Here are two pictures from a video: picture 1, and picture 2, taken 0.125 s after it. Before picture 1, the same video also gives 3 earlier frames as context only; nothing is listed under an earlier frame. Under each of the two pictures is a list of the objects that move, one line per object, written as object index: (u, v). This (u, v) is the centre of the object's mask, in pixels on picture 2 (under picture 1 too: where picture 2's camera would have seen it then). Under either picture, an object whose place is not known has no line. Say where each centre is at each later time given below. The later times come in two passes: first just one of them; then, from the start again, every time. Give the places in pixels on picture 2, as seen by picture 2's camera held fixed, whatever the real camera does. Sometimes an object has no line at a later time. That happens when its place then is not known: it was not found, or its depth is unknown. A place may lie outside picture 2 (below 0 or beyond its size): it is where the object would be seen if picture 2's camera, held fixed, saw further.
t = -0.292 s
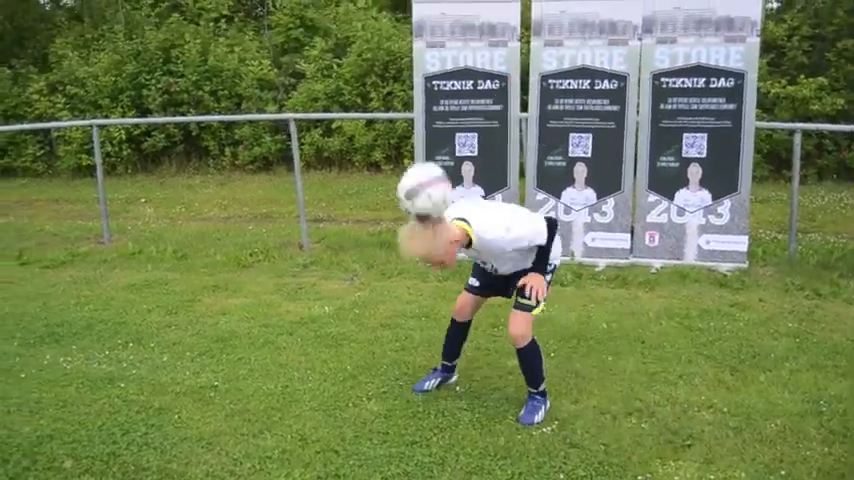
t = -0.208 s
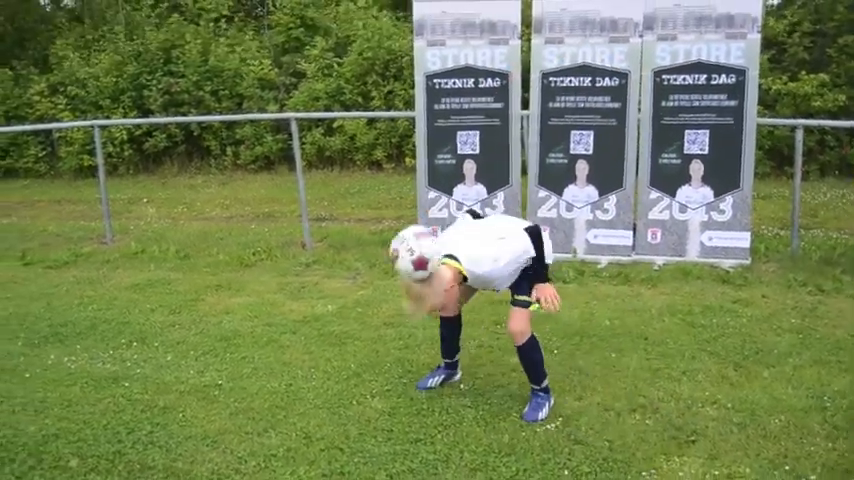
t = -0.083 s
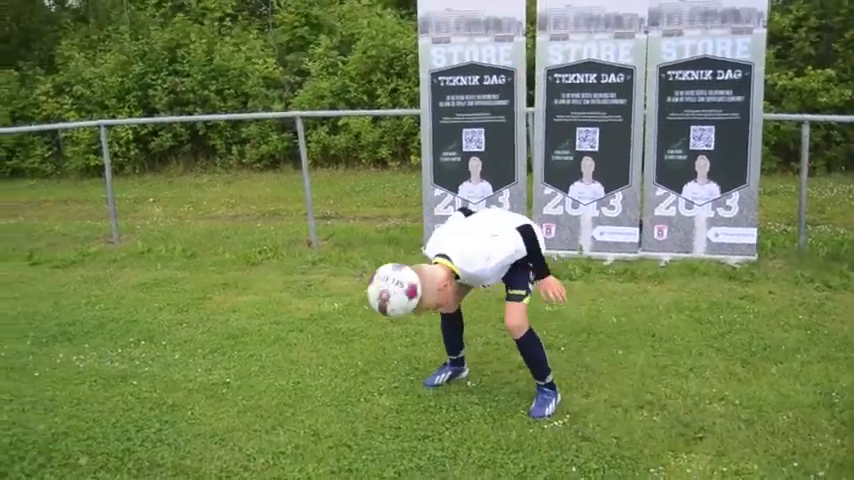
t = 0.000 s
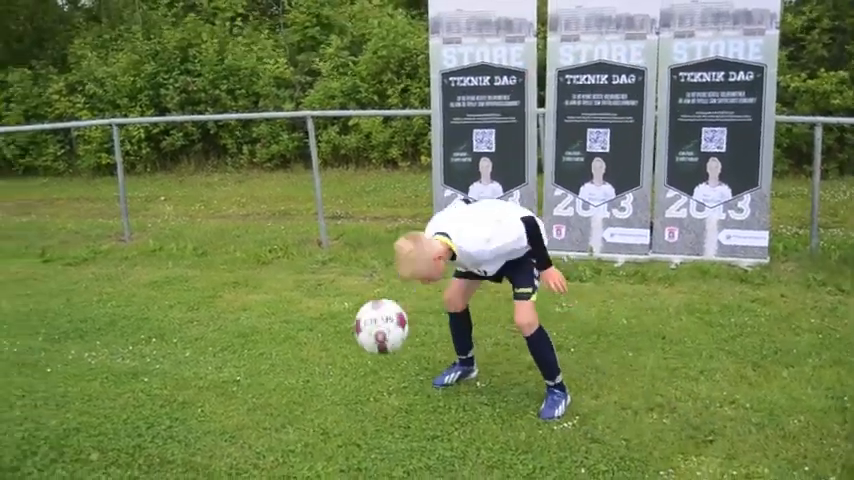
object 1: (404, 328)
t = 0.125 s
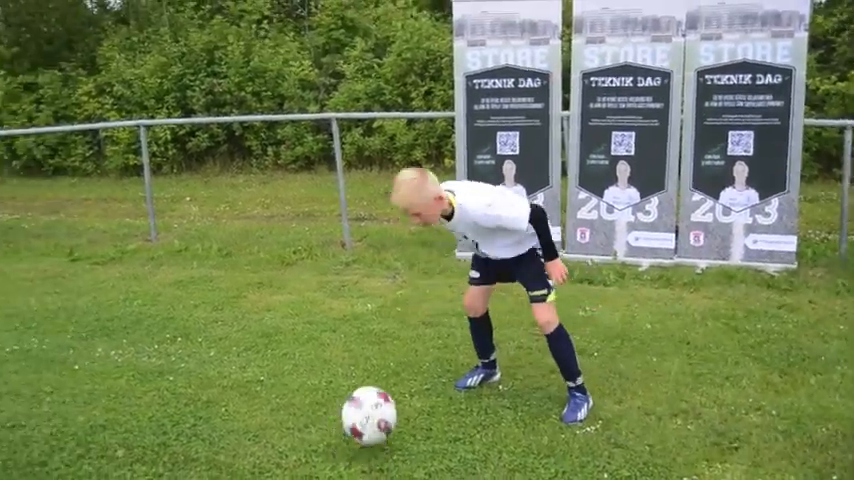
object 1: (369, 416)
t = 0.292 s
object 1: (327, 400)
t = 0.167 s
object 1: (358, 437)
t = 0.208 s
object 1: (348, 421)
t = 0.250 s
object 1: (338, 409)
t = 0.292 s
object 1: (327, 400)
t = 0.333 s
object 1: (317, 395)
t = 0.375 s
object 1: (307, 395)
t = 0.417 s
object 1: (298, 398)
